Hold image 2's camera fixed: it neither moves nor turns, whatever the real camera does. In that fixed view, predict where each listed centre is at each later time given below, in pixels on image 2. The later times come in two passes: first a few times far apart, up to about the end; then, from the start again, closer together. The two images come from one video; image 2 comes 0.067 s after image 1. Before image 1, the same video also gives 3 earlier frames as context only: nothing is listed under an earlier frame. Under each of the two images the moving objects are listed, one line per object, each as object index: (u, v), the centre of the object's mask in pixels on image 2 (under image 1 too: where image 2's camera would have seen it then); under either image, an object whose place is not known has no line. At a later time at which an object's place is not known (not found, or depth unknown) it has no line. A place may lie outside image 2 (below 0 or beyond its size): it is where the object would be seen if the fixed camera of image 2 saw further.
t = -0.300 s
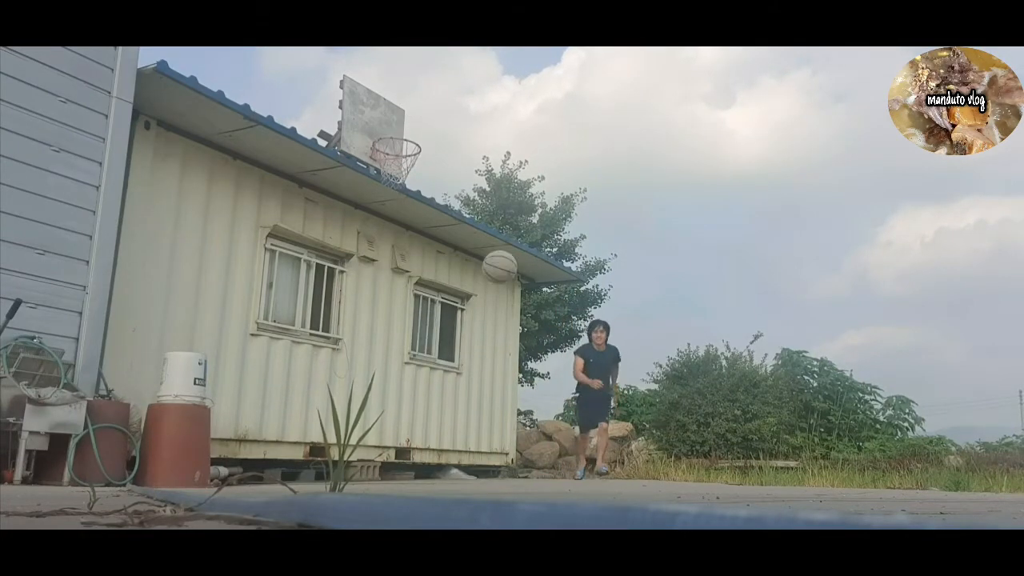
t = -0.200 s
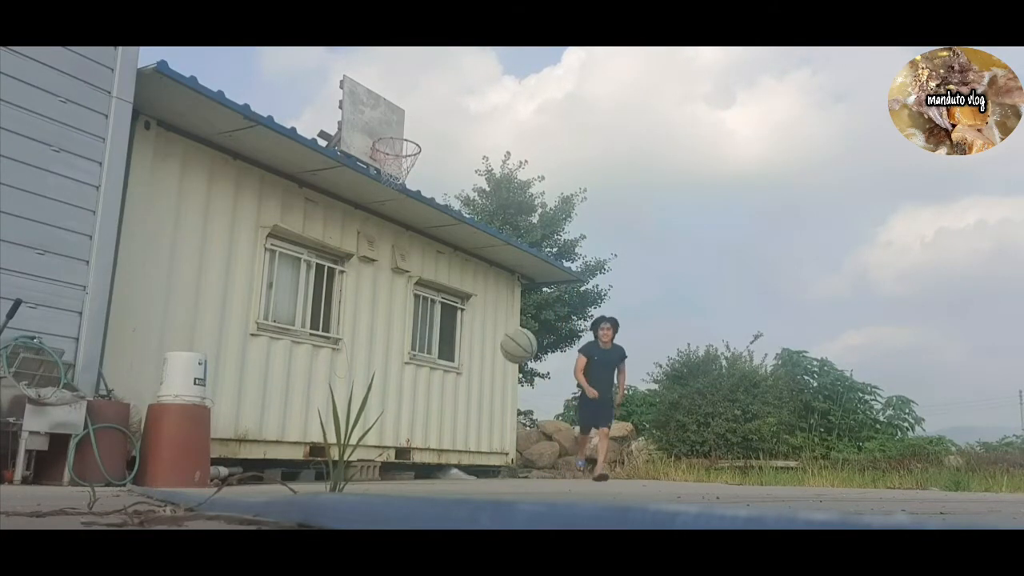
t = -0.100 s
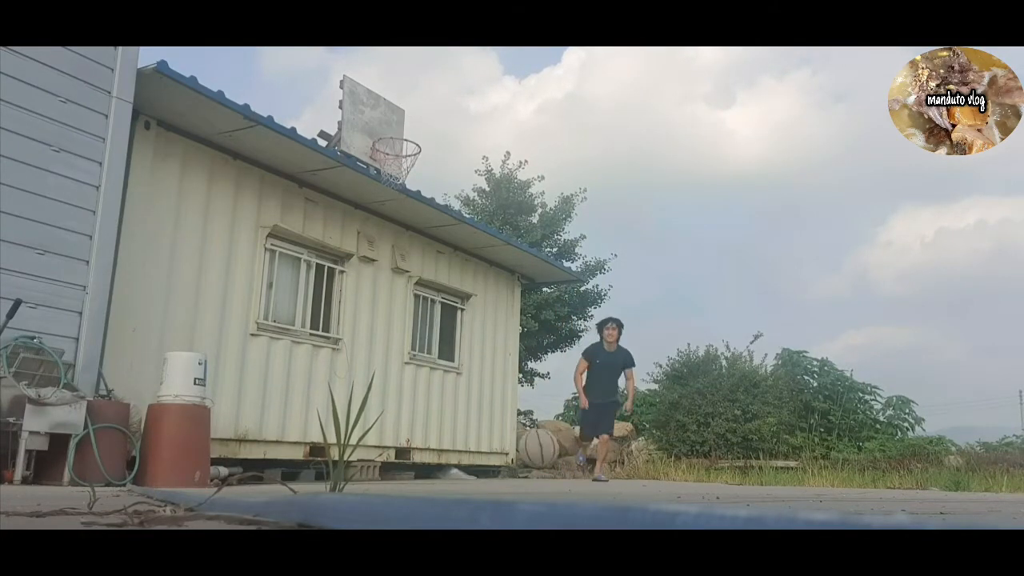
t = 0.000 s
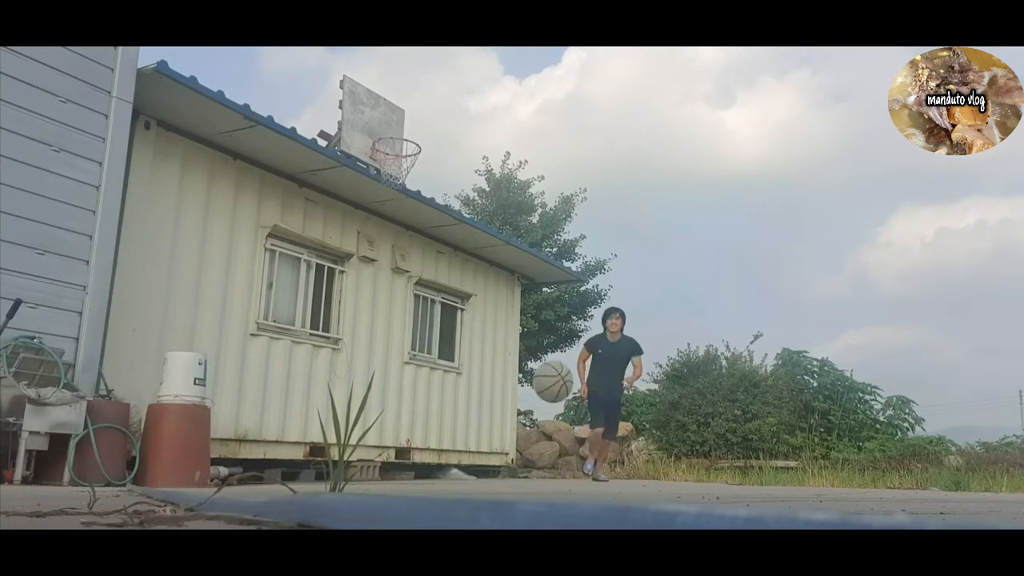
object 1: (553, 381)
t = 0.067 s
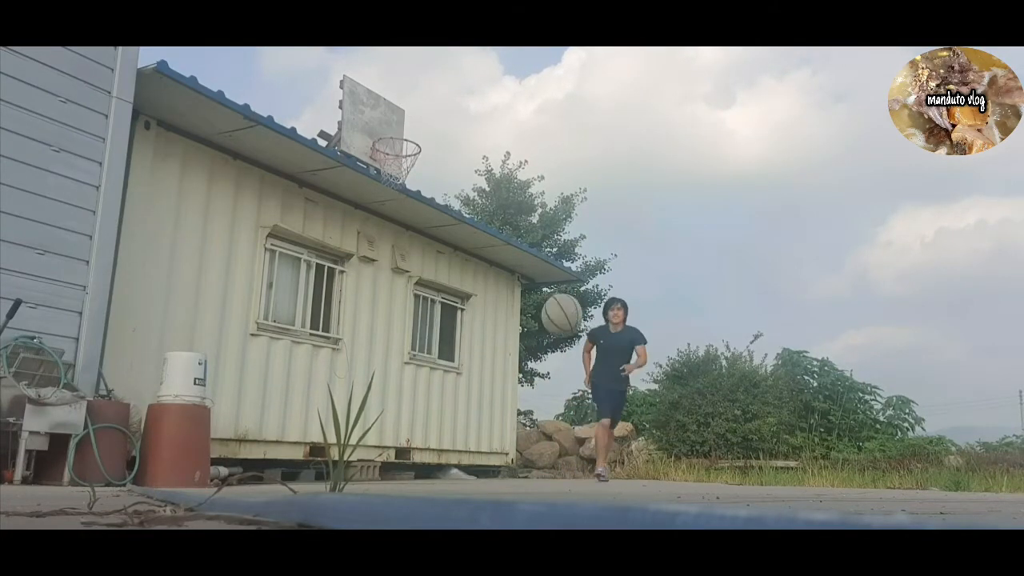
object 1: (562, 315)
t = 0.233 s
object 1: (584, 182)
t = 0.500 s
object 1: (624, 59)
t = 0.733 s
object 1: (666, 51)
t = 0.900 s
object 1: (705, 81)
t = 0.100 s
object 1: (566, 285)
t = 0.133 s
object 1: (571, 257)
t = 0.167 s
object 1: (575, 230)
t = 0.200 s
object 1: (580, 205)
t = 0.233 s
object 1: (584, 182)
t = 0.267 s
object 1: (589, 160)
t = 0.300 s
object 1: (594, 140)
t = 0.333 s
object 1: (599, 121)
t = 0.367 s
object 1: (604, 104)
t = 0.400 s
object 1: (609, 88)
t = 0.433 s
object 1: (614, 74)
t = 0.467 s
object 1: (619, 65)
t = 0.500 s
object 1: (624, 59)
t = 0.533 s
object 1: (629, 55)
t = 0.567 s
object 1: (635, 53)
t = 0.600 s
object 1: (641, 51)
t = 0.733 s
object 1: (666, 51)
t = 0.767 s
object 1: (673, 53)
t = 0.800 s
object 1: (680, 57)
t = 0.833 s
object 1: (688, 61)
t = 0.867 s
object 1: (696, 68)
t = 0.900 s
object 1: (705, 81)
